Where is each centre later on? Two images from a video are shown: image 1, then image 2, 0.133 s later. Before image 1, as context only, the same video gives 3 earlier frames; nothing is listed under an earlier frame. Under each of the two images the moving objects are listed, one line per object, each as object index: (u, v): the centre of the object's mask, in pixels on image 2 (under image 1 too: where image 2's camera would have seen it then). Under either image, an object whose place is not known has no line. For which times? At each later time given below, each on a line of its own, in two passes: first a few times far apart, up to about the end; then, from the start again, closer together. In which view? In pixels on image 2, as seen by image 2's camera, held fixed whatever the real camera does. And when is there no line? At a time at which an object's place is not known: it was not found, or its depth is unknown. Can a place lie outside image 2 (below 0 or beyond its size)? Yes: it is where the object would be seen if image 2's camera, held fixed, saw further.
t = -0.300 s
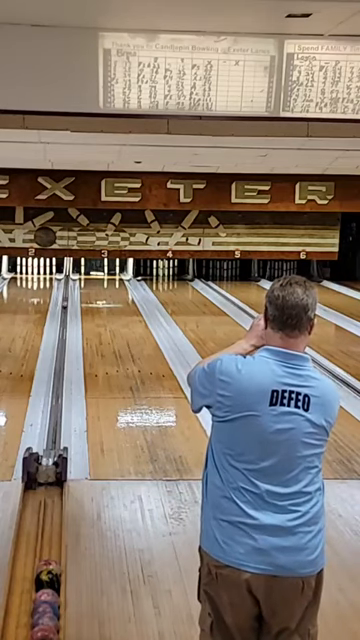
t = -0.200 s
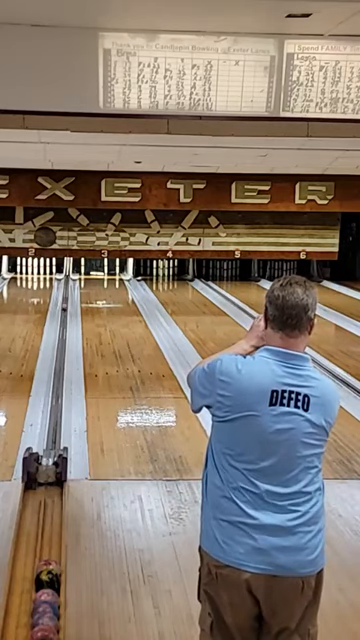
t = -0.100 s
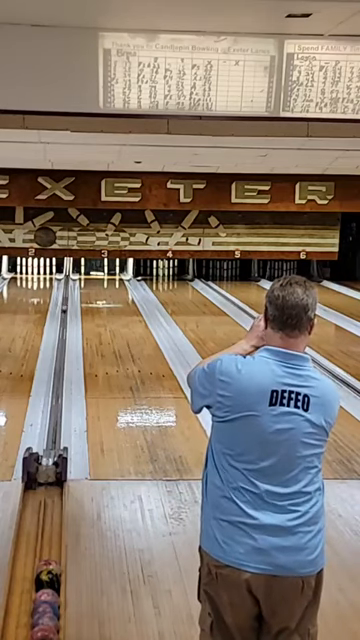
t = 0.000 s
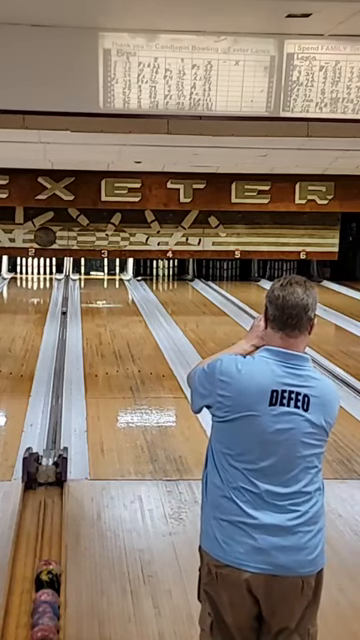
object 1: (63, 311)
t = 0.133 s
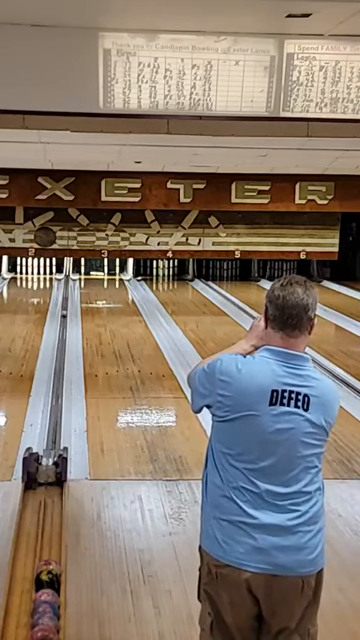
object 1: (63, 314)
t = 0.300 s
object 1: (63, 318)
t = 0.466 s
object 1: (63, 322)
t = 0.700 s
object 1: (62, 328)
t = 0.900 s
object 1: (62, 333)
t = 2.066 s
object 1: (58, 375)
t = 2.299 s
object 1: (58, 387)
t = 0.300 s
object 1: (63, 318)
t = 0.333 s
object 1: (63, 318)
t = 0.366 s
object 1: (63, 320)
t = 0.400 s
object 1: (63, 320)
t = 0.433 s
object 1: (63, 321)
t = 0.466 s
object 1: (63, 322)
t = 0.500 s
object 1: (62, 323)
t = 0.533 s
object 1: (63, 324)
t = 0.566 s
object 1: (62, 324)
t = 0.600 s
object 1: (62, 325)
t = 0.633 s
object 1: (62, 326)
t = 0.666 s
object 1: (62, 326)
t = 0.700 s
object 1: (62, 328)
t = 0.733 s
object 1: (62, 329)
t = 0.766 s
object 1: (62, 330)
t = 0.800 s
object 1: (62, 330)
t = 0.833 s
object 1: (62, 332)
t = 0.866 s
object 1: (62, 333)
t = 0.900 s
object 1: (62, 333)
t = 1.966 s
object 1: (59, 373)
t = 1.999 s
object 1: (58, 373)
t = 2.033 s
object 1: (58, 374)
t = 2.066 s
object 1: (58, 375)
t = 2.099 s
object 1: (58, 377)
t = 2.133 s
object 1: (57, 378)
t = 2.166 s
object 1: (58, 380)
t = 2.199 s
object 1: (58, 381)
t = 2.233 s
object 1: (57, 383)
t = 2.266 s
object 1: (57, 385)
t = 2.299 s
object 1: (58, 387)
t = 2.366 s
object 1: (57, 391)
